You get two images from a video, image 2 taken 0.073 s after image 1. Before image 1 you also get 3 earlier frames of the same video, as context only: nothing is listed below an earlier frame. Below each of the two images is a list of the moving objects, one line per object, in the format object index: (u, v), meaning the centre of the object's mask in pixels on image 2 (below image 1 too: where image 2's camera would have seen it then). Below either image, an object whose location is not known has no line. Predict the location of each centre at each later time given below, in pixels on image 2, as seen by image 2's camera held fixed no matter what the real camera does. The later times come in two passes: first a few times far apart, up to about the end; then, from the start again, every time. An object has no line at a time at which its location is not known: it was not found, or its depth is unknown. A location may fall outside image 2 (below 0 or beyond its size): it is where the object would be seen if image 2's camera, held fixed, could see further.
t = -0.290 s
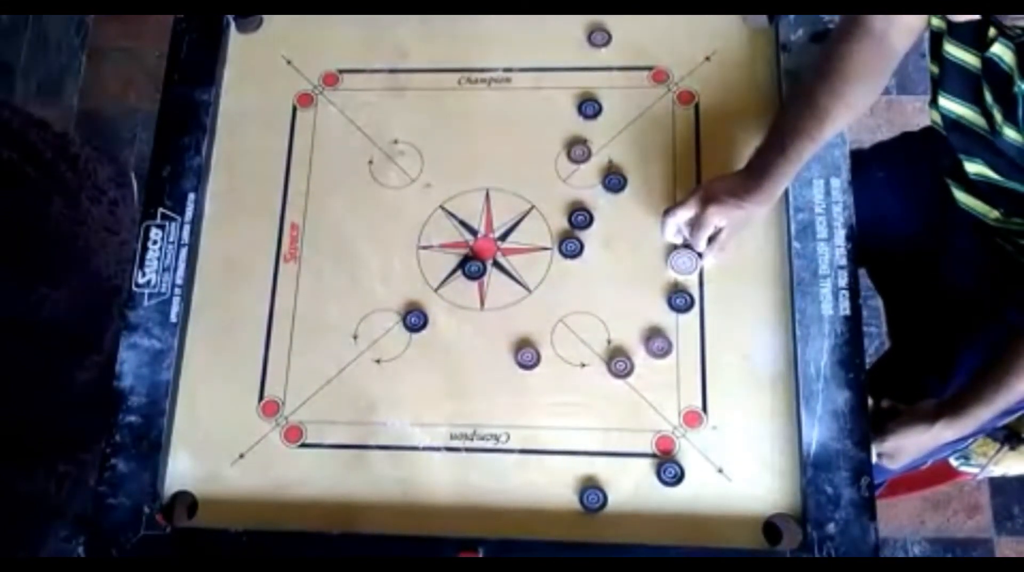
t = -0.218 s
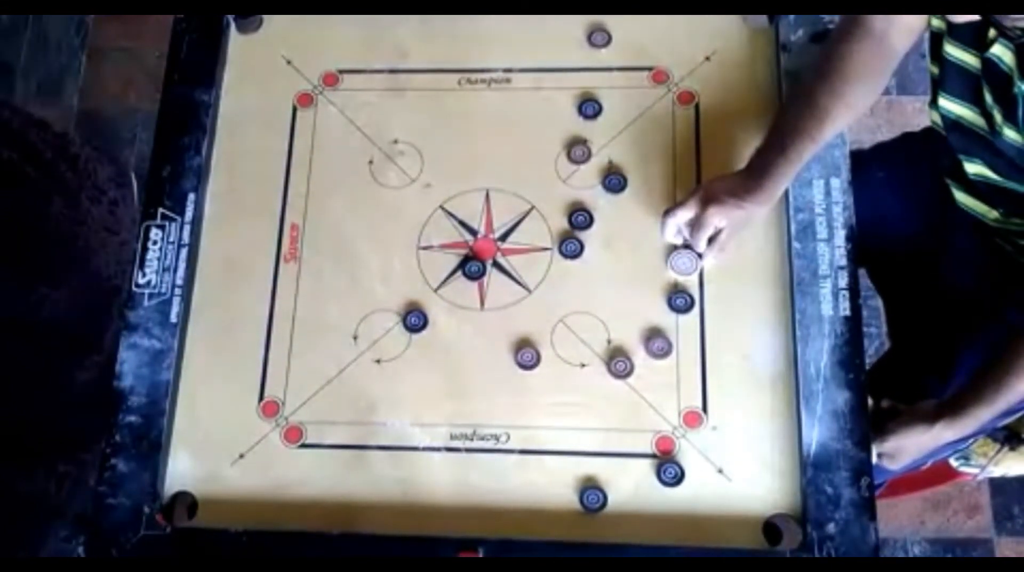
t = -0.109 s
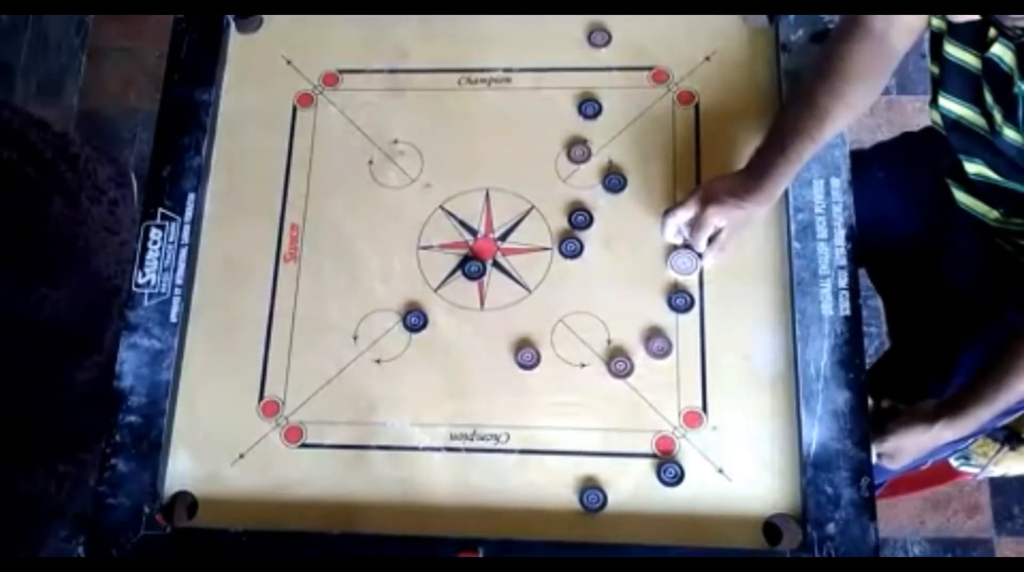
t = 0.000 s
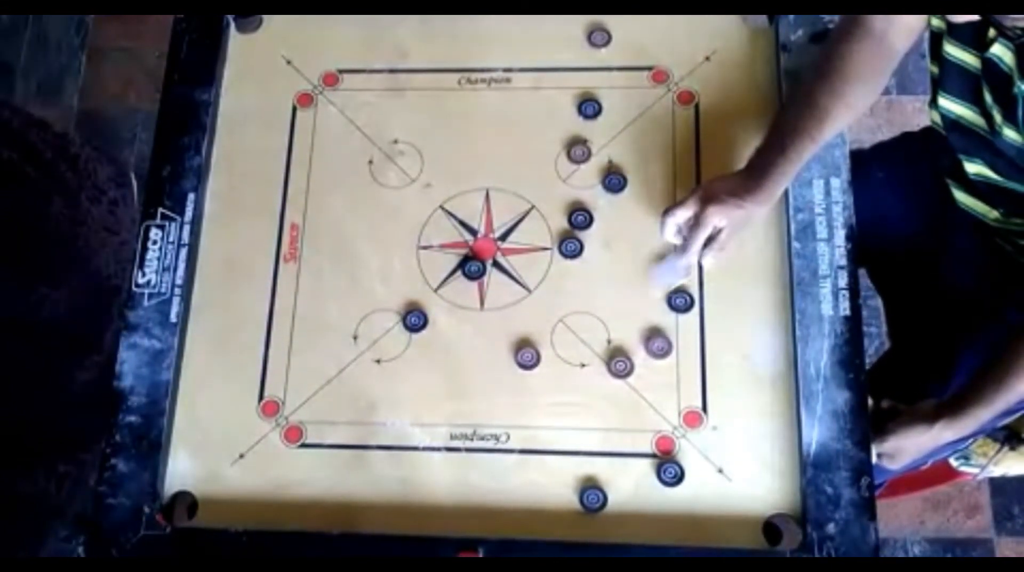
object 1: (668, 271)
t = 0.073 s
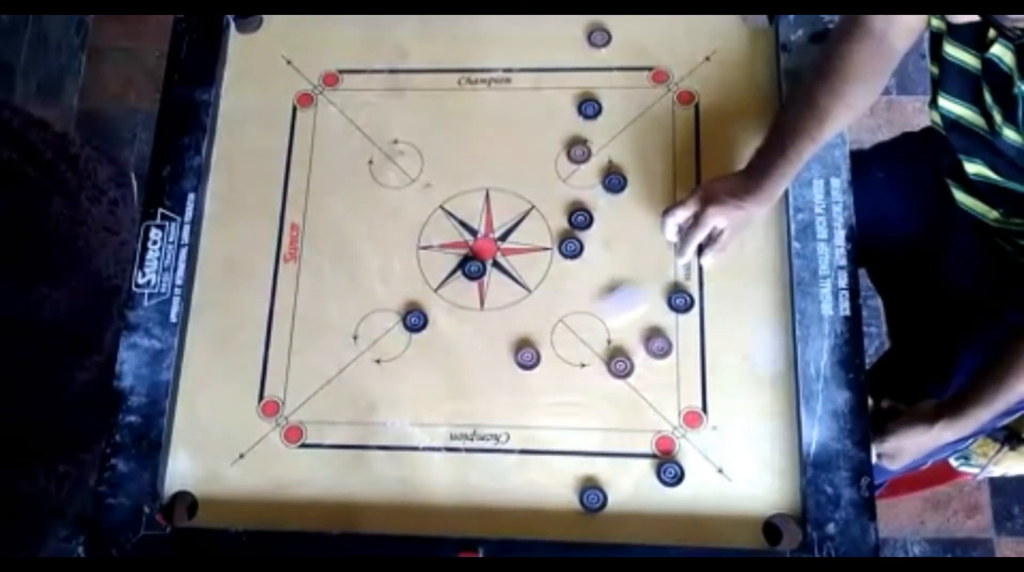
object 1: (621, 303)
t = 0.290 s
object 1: (525, 366)
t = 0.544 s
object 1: (486, 393)
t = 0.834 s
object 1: (486, 393)
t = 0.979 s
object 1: (486, 392)
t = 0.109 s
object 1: (596, 318)
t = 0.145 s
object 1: (575, 334)
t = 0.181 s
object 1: (551, 346)
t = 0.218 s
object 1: (542, 353)
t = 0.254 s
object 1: (534, 361)
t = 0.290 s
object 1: (525, 366)
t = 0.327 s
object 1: (511, 377)
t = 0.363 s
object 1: (499, 385)
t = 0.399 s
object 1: (494, 387)
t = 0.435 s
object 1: (492, 389)
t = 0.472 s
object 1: (489, 391)
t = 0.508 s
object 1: (487, 392)
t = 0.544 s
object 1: (486, 393)
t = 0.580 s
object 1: (486, 393)
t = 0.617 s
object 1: (486, 393)
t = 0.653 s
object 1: (486, 393)
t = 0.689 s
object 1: (486, 393)
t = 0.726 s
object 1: (486, 393)
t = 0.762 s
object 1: (486, 393)
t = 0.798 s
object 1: (486, 393)
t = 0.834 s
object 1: (486, 393)
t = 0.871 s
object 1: (486, 393)
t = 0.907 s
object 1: (486, 393)
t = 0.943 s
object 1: (486, 393)
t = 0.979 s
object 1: (486, 392)
